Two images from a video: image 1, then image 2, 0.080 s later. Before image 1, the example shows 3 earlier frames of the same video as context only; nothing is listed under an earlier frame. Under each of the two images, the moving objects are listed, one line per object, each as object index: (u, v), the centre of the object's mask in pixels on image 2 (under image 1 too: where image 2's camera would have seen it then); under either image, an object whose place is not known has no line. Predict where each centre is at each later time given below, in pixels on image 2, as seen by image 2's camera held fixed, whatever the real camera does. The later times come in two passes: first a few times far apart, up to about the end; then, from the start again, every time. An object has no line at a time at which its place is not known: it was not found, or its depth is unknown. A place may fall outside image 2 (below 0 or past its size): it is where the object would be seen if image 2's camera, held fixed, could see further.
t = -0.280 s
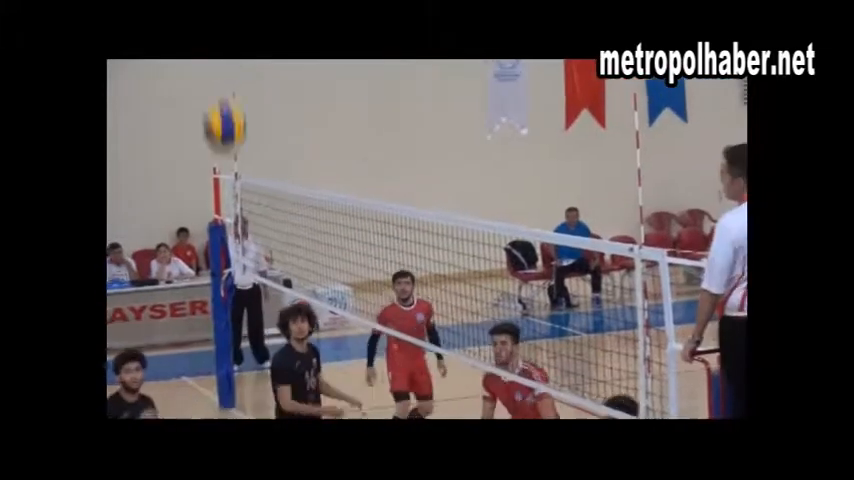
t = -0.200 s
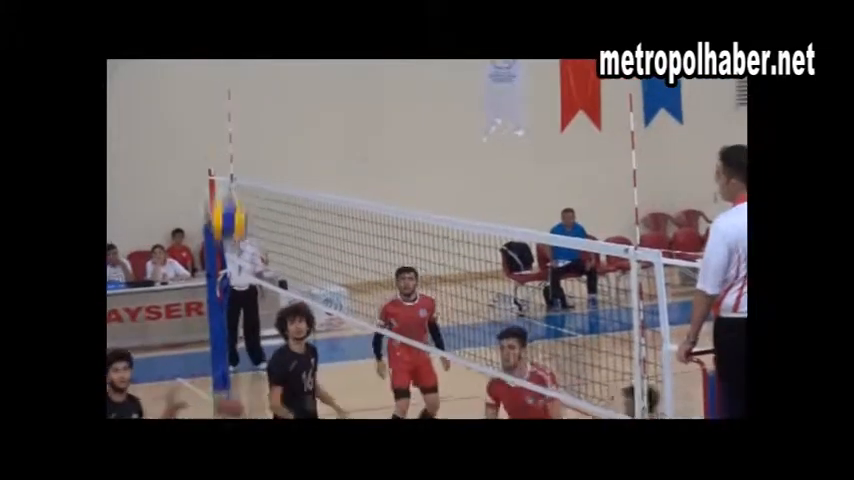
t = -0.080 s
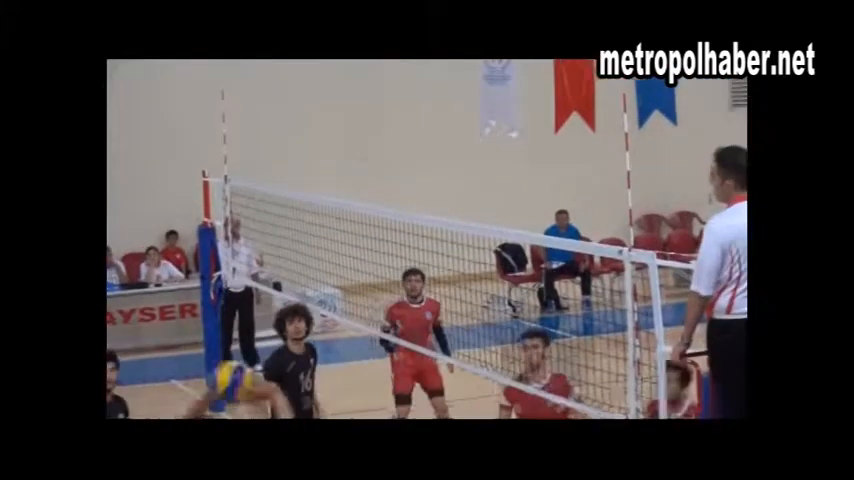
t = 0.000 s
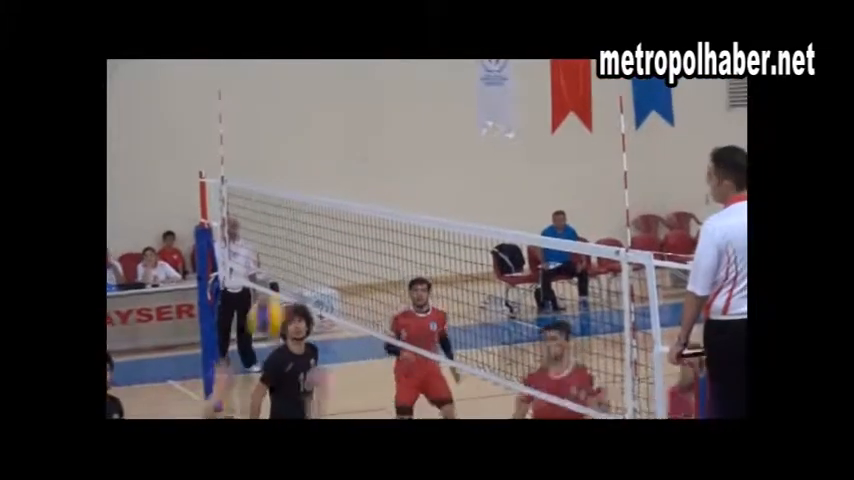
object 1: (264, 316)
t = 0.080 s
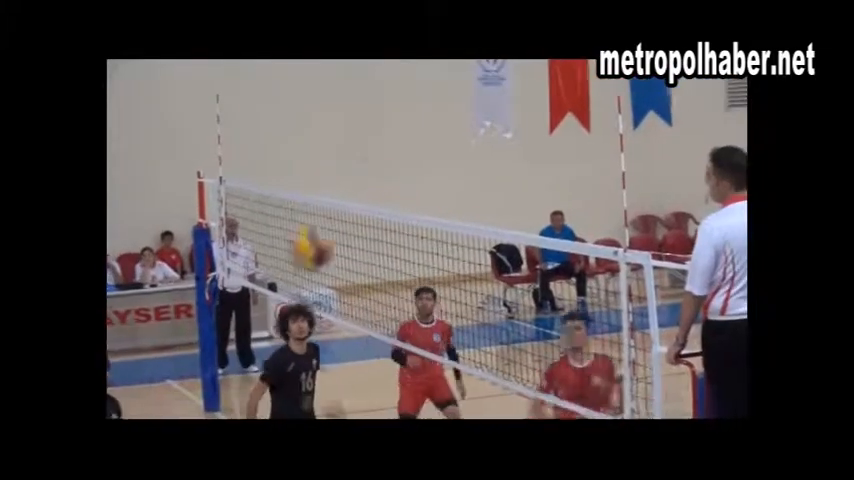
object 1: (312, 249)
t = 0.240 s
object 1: (389, 162)
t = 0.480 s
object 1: (492, 128)
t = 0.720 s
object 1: (579, 182)
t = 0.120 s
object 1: (332, 221)
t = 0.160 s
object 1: (354, 197)
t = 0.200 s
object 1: (371, 177)
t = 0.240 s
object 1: (389, 162)
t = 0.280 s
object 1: (408, 148)
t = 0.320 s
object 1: (426, 139)
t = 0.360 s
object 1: (442, 132)
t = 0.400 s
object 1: (460, 128)
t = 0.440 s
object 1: (475, 128)
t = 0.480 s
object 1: (492, 128)
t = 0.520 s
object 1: (507, 132)
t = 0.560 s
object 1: (523, 138)
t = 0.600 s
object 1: (536, 146)
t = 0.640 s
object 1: (551, 156)
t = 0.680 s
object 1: (565, 169)
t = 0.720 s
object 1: (579, 182)
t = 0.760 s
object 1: (592, 198)
